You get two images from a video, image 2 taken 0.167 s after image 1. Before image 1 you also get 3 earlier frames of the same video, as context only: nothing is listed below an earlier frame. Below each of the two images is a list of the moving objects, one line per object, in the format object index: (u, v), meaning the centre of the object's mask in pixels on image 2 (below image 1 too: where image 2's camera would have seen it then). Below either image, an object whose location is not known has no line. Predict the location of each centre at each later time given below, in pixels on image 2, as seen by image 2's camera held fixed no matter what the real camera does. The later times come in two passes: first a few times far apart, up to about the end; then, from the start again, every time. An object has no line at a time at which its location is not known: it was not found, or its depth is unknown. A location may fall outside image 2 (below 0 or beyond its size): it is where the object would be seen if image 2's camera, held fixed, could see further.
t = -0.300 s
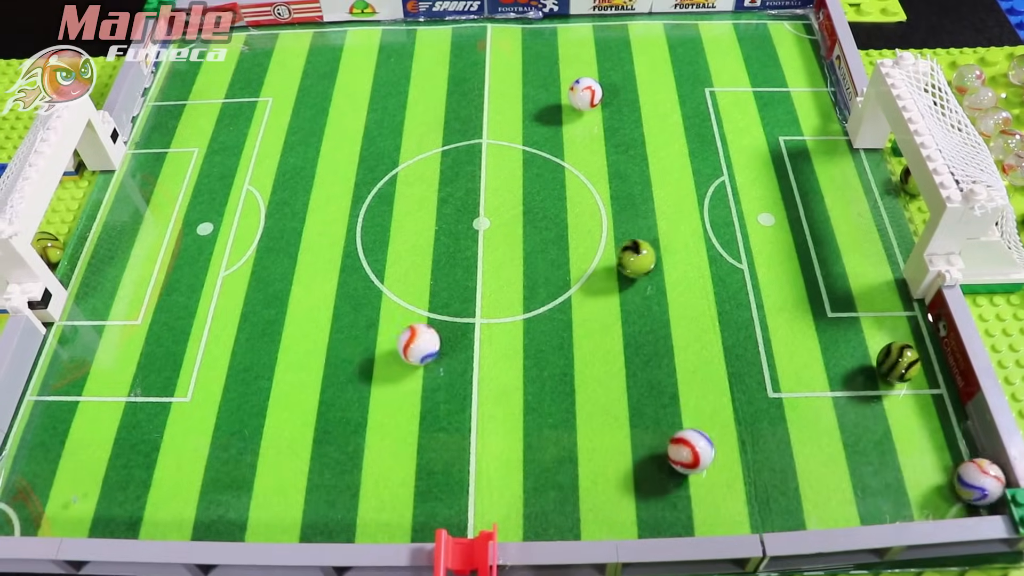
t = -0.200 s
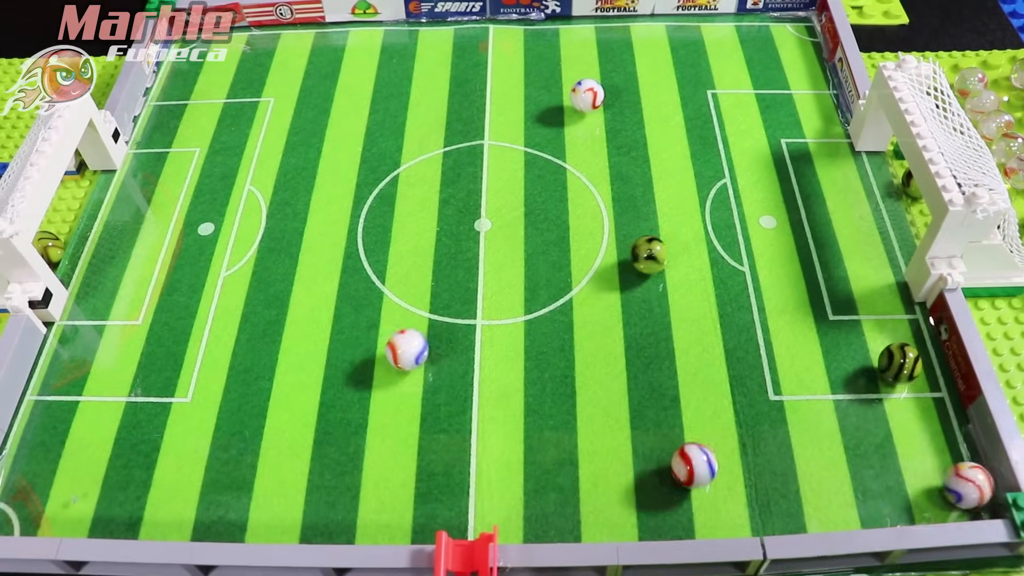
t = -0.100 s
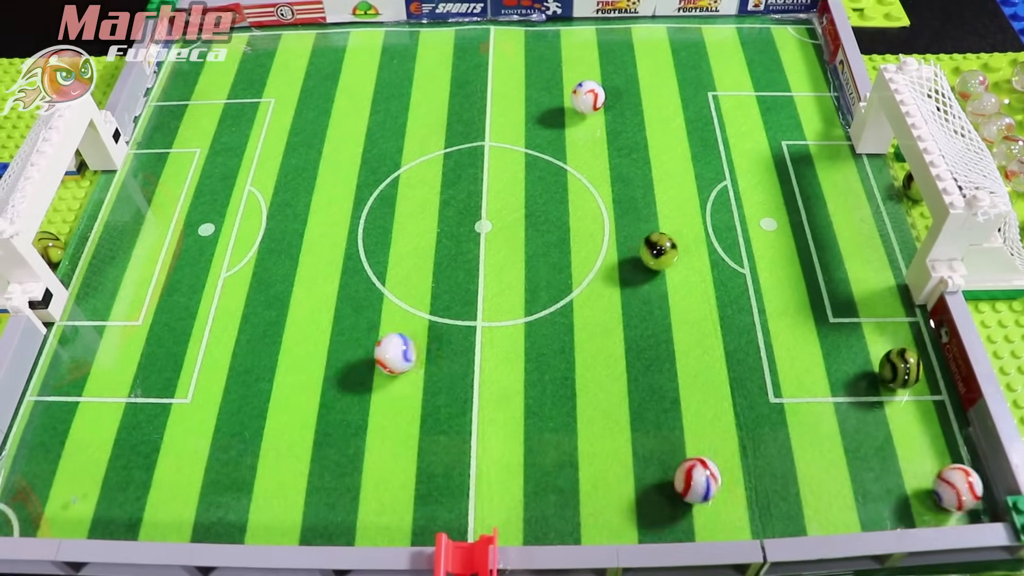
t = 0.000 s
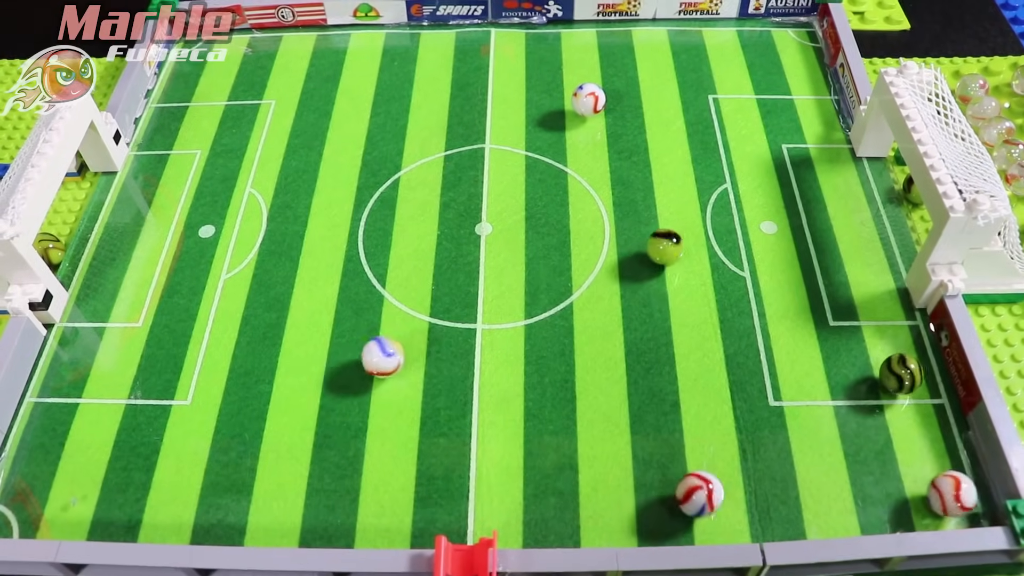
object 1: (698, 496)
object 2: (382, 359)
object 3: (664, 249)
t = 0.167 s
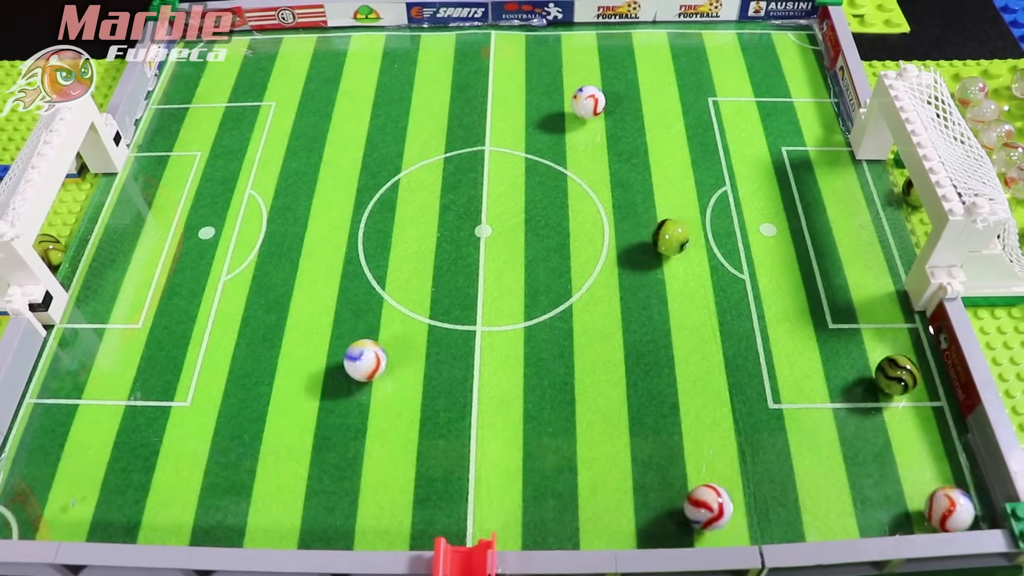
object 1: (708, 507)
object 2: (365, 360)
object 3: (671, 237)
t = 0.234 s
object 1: (716, 513)
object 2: (360, 362)
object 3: (671, 233)
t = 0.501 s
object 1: (745, 526)
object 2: (340, 366)
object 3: (652, 217)
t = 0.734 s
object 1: (769, 516)
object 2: (320, 372)
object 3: (634, 208)
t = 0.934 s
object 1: (776, 504)
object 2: (306, 374)
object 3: (633, 212)
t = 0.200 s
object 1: (712, 510)
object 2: (362, 361)
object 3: (671, 235)
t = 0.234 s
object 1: (716, 513)
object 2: (360, 362)
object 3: (671, 233)
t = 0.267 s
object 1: (720, 516)
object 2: (357, 362)
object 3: (669, 230)
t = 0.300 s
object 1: (724, 519)
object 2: (355, 363)
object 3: (668, 228)
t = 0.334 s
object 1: (728, 522)
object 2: (352, 364)
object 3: (666, 226)
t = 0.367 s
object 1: (731, 524)
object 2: (350, 364)
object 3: (664, 224)
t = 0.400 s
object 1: (735, 526)
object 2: (348, 365)
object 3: (662, 222)
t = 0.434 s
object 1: (739, 527)
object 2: (345, 365)
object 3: (659, 220)
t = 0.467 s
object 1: (742, 527)
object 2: (343, 366)
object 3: (655, 218)
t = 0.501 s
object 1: (745, 526)
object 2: (340, 366)
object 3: (652, 217)
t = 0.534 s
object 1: (749, 525)
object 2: (337, 367)
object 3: (648, 215)
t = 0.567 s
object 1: (752, 524)
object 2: (334, 368)
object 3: (645, 213)
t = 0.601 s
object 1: (756, 523)
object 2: (331, 369)
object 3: (642, 211)
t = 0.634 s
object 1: (759, 521)
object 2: (328, 370)
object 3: (640, 210)
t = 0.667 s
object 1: (763, 520)
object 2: (325, 370)
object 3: (638, 210)
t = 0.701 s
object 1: (766, 518)
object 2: (323, 371)
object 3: (636, 209)
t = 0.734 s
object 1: (769, 516)
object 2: (320, 372)
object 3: (634, 208)
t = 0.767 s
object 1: (771, 515)
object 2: (318, 372)
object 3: (633, 208)
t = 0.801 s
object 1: (772, 513)
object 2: (315, 373)
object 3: (632, 208)
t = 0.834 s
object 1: (774, 512)
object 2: (313, 373)
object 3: (631, 208)
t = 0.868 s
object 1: (775, 509)
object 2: (310, 374)
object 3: (631, 209)
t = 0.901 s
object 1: (775, 507)
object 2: (308, 374)
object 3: (632, 210)
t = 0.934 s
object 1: (776, 504)
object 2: (306, 374)
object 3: (633, 212)
